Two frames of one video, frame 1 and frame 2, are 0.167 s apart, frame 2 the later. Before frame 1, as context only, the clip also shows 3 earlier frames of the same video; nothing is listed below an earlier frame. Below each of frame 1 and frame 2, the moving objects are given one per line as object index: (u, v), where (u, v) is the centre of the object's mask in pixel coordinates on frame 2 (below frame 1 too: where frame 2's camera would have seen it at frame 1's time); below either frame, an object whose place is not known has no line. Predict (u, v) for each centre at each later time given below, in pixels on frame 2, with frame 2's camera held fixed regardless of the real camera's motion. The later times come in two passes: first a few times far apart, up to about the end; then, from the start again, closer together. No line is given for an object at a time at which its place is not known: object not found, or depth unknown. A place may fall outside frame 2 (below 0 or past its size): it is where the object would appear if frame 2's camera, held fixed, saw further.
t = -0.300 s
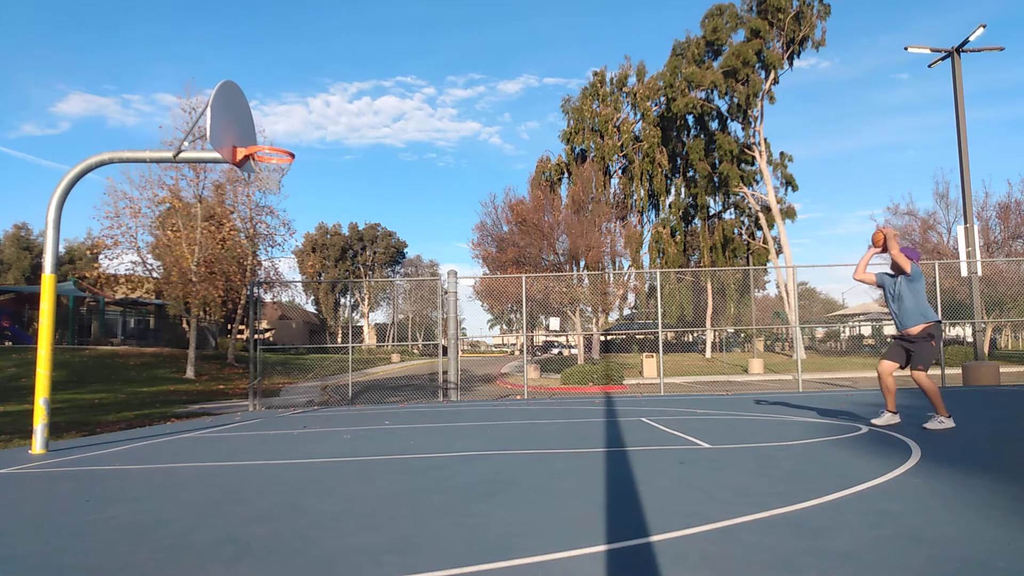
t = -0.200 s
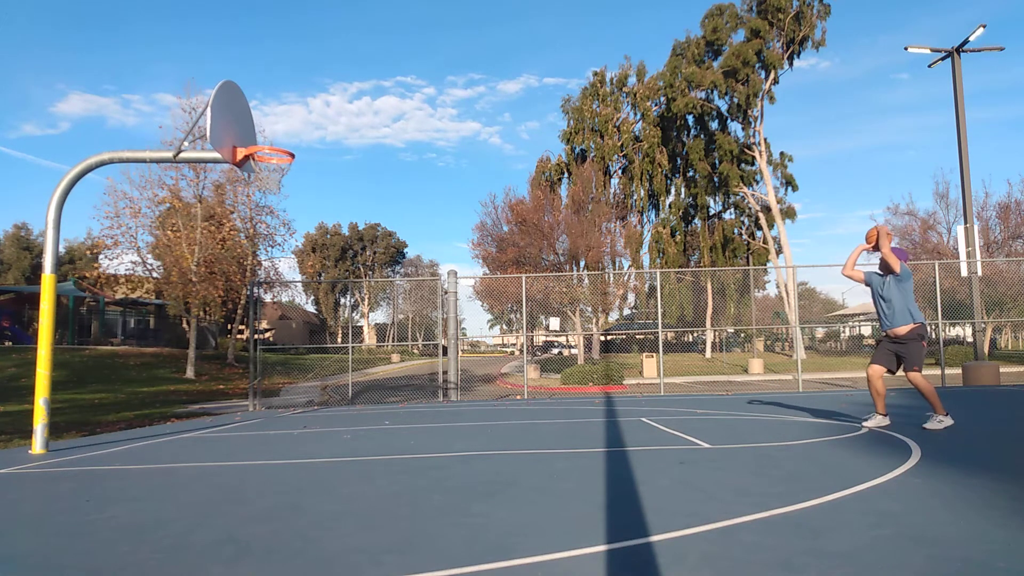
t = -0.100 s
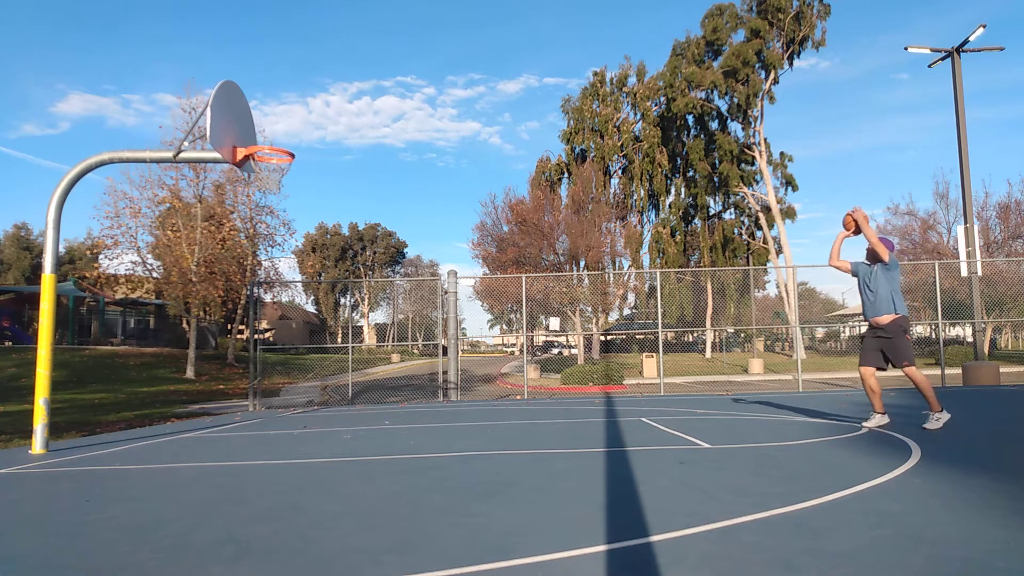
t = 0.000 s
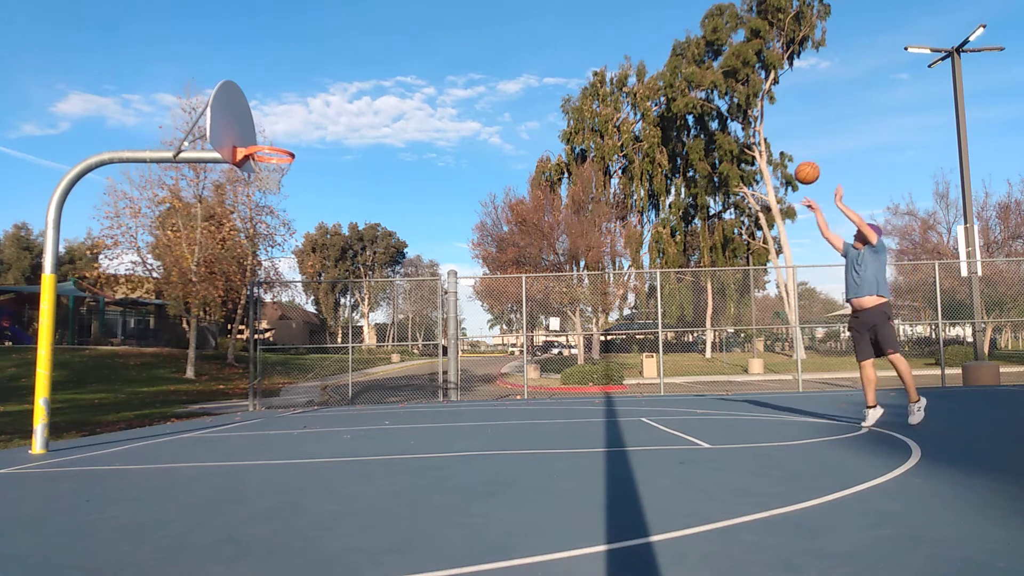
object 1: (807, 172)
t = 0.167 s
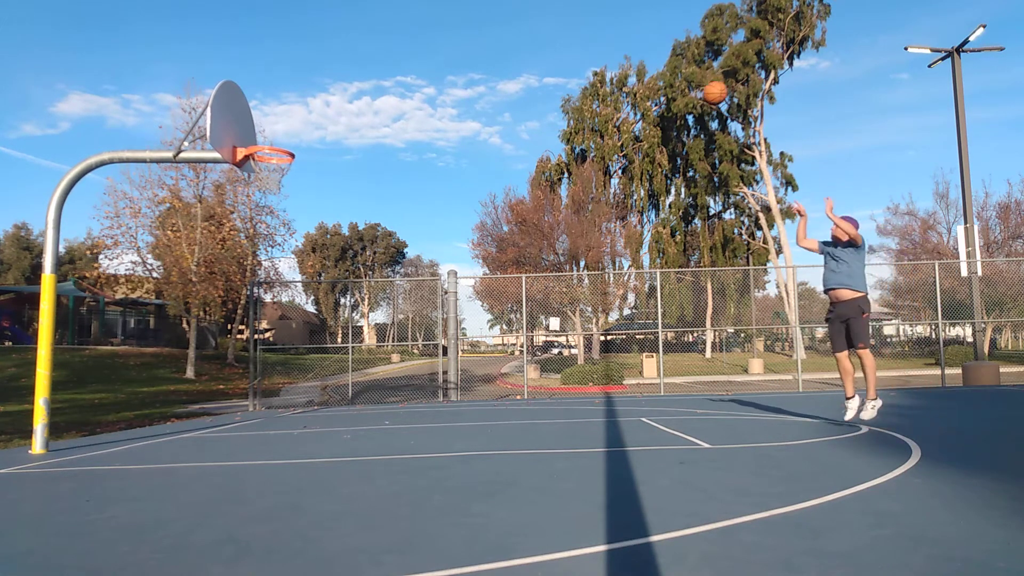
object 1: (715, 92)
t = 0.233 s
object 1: (679, 69)
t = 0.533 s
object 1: (533, 14)
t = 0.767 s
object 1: (426, 27)
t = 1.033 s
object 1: (308, 99)
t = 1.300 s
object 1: (283, 174)
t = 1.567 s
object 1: (272, 189)
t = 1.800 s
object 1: (251, 253)
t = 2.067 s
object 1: (221, 400)
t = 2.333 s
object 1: (196, 365)
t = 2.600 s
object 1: (173, 329)
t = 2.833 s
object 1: (149, 357)
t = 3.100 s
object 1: (121, 436)
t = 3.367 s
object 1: (100, 392)
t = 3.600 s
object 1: (79, 414)
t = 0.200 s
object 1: (697, 80)
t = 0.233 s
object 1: (679, 69)
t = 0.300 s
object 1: (646, 49)
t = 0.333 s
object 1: (629, 41)
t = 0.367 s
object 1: (613, 34)
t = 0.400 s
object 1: (596, 28)
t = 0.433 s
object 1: (580, 23)
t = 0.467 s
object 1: (564, 19)
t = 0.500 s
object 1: (549, 16)
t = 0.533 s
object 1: (533, 14)
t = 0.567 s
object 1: (517, 13)
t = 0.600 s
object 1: (502, 13)
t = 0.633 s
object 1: (487, 14)
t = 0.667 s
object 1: (471, 15)
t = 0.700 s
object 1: (456, 18)
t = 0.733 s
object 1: (441, 22)
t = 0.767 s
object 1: (426, 27)
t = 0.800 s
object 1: (411, 32)
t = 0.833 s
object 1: (396, 39)
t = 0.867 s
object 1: (382, 47)
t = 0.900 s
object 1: (367, 55)
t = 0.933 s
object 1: (352, 65)
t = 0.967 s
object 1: (338, 75)
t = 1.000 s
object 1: (323, 87)
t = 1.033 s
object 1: (308, 99)
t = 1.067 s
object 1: (294, 113)
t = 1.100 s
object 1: (279, 127)
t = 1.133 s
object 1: (264, 139)
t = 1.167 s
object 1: (262, 158)
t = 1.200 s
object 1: (269, 166)
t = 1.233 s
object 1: (275, 175)
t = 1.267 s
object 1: (280, 175)
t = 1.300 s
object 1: (283, 174)
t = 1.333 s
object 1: (283, 174)
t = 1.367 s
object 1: (283, 174)
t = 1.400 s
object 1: (282, 175)
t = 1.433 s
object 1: (281, 177)
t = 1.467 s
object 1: (280, 180)
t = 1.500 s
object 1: (277, 182)
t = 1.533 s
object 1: (275, 185)
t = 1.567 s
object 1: (272, 189)
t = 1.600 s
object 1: (269, 195)
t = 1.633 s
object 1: (266, 202)
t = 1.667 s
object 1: (264, 210)
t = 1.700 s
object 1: (260, 219)
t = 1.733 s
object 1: (257, 229)
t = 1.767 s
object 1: (254, 240)
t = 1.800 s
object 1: (251, 253)
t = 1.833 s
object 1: (248, 266)
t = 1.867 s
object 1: (244, 281)
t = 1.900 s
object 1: (240, 297)
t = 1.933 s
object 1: (236, 315)
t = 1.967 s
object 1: (233, 334)
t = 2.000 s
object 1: (229, 354)
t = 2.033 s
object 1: (225, 376)
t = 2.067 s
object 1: (221, 400)
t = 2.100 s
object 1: (218, 425)
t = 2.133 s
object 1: (214, 439)
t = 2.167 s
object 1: (211, 424)
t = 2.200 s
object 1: (208, 410)
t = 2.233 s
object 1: (205, 397)
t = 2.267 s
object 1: (202, 385)
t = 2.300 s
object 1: (199, 375)
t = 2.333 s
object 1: (196, 365)
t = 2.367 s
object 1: (193, 356)
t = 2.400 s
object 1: (190, 349)
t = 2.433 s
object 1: (188, 343)
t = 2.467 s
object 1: (185, 338)
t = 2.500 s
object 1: (181, 334)
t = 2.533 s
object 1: (178, 331)
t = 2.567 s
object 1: (175, 330)
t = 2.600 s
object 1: (173, 329)
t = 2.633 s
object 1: (169, 330)
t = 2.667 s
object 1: (166, 332)
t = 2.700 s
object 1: (162, 335)
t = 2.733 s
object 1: (159, 338)
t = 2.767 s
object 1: (156, 343)
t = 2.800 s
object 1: (152, 349)
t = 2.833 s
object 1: (149, 357)
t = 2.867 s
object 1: (146, 366)
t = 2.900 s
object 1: (142, 376)
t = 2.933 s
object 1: (138, 387)
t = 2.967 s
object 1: (134, 400)
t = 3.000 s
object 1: (131, 413)
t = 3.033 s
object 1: (127, 428)
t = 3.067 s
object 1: (124, 444)
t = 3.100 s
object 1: (121, 436)
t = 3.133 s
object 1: (119, 427)
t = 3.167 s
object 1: (116, 418)
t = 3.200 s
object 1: (113, 411)
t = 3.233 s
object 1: (111, 405)
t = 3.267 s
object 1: (108, 400)
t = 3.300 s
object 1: (106, 396)
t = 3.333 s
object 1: (103, 394)
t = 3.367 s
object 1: (100, 392)
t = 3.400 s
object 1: (98, 391)
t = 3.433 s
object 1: (95, 392)
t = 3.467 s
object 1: (92, 394)
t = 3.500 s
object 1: (89, 397)
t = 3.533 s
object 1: (86, 402)
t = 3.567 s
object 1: (82, 407)
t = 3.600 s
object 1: (79, 414)
